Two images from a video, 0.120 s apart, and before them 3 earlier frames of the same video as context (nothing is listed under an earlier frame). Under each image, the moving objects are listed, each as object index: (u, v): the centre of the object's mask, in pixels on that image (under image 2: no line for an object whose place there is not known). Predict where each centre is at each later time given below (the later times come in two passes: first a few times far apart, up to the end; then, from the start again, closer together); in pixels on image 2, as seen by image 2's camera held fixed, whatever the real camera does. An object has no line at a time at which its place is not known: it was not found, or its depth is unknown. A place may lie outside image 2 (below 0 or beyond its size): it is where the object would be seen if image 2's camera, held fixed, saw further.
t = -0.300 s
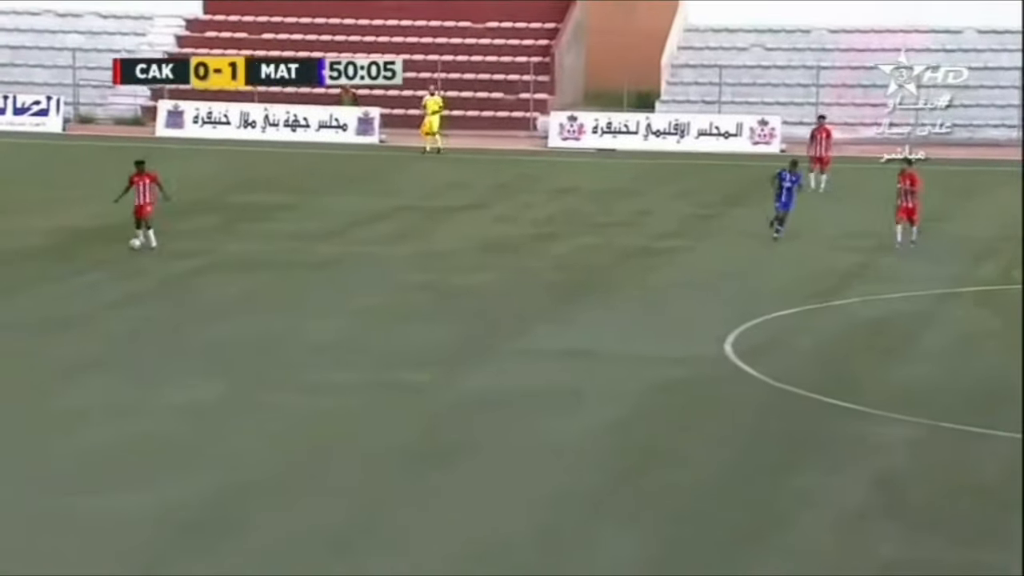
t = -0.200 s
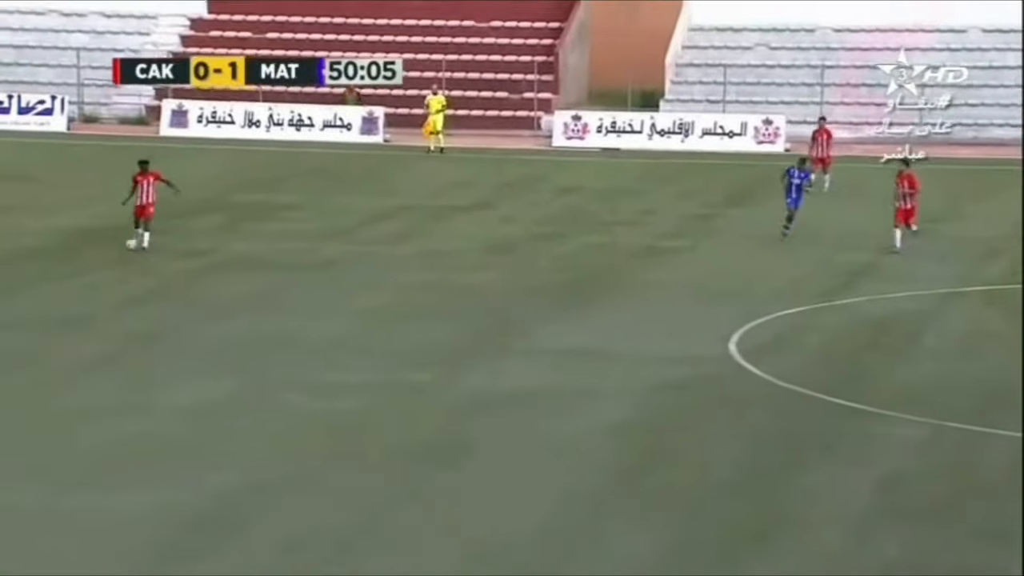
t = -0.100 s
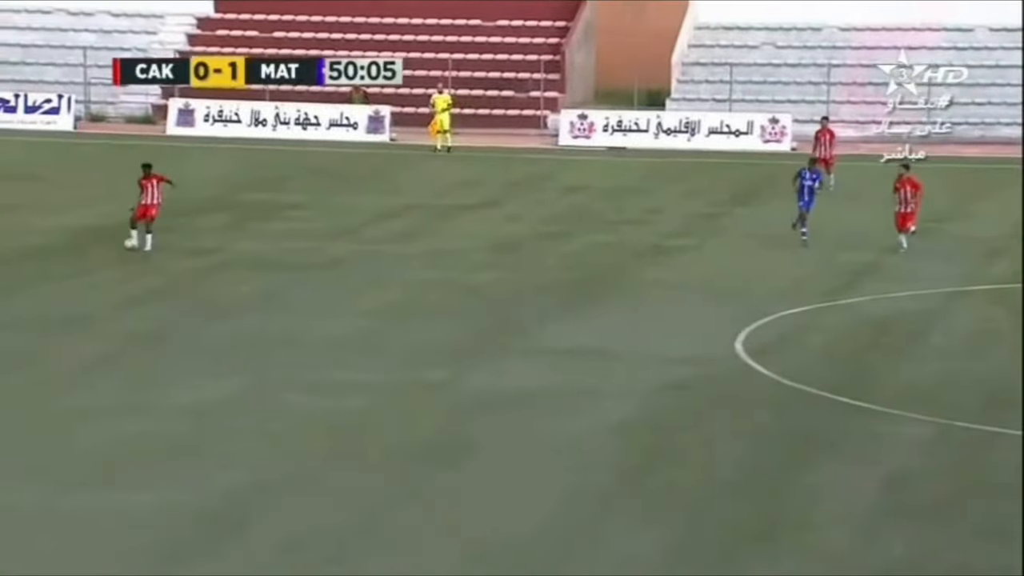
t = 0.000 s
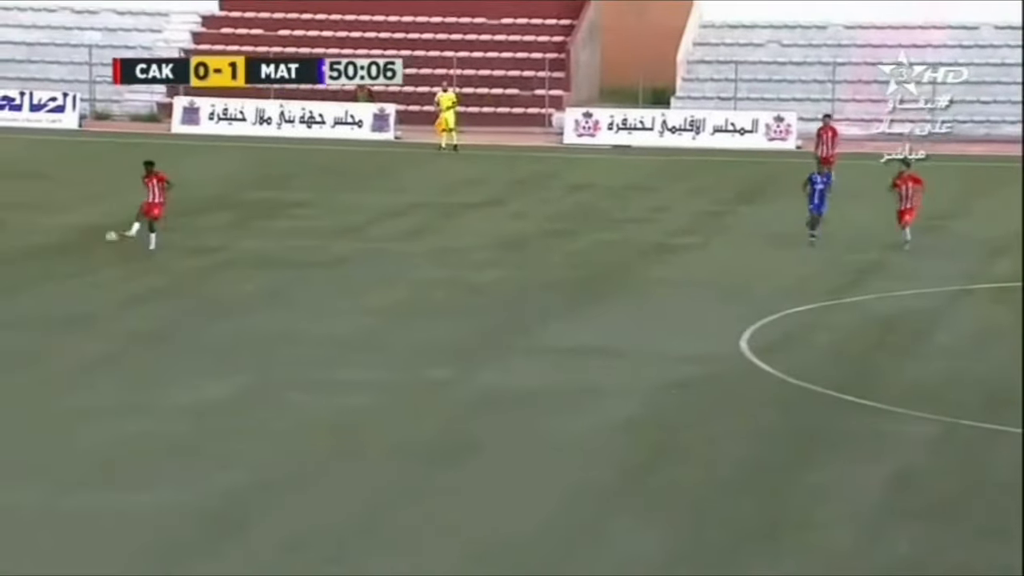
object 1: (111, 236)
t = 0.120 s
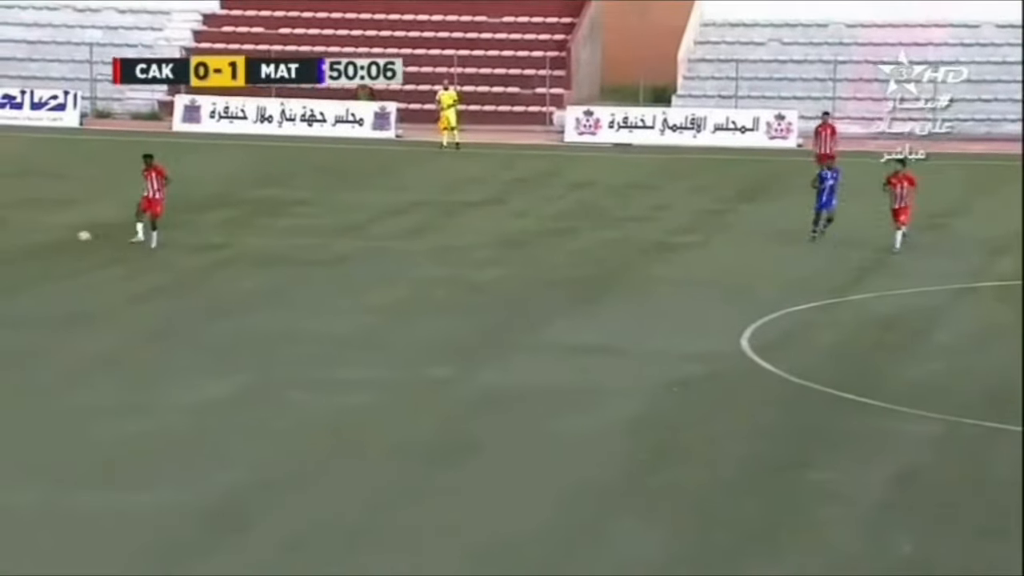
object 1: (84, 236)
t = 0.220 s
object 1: (63, 245)
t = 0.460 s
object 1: (17, 299)
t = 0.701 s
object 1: (-14, 308)
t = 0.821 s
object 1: (-28, 321)
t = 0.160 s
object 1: (75, 238)
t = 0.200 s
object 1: (67, 243)
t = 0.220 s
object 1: (63, 245)
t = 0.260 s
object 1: (55, 251)
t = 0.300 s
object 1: (46, 258)
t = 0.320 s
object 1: (43, 263)
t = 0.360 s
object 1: (35, 271)
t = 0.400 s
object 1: (27, 282)
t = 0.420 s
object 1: (25, 287)
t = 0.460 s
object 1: (17, 299)
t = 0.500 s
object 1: (10, 310)
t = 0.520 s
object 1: (7, 309)
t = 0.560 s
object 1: (3, 306)
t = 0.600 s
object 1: (-2, 305)
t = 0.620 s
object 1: (-5, 305)
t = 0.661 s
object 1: (-10, 306)
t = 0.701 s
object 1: (-14, 308)
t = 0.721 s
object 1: (-17, 309)
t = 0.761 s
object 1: (-21, 313)
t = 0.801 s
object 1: (-26, 318)
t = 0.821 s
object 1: (-28, 321)
